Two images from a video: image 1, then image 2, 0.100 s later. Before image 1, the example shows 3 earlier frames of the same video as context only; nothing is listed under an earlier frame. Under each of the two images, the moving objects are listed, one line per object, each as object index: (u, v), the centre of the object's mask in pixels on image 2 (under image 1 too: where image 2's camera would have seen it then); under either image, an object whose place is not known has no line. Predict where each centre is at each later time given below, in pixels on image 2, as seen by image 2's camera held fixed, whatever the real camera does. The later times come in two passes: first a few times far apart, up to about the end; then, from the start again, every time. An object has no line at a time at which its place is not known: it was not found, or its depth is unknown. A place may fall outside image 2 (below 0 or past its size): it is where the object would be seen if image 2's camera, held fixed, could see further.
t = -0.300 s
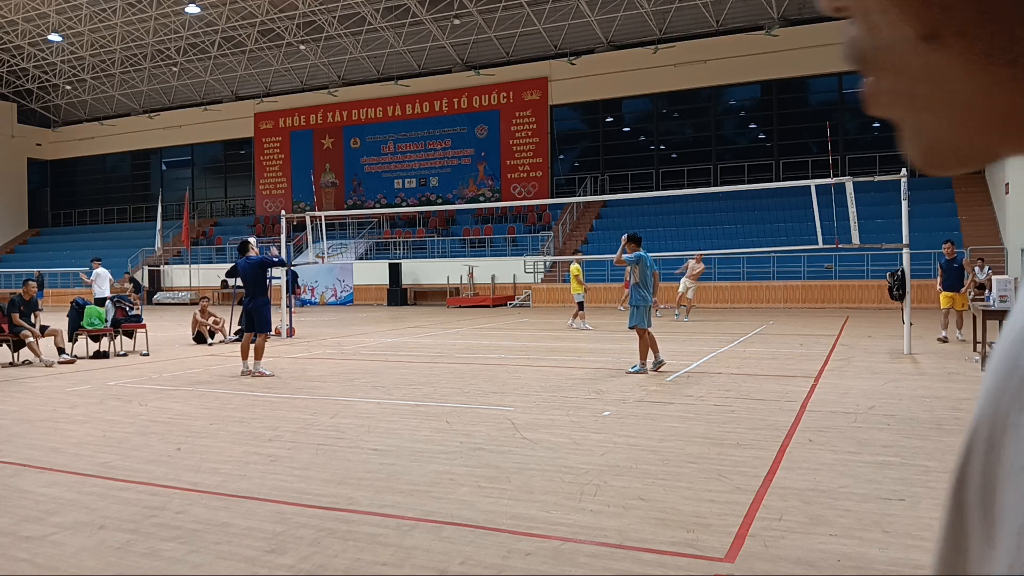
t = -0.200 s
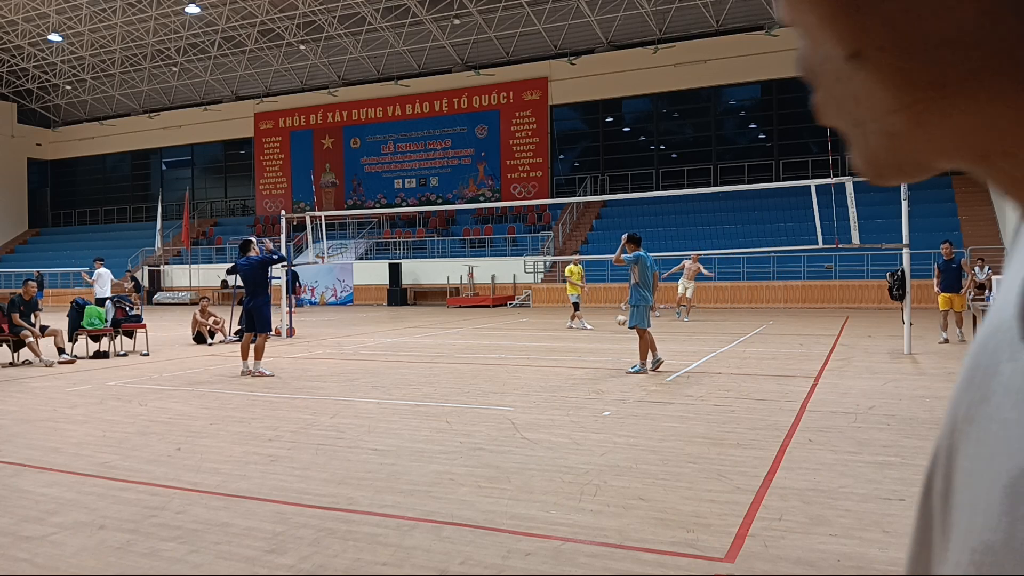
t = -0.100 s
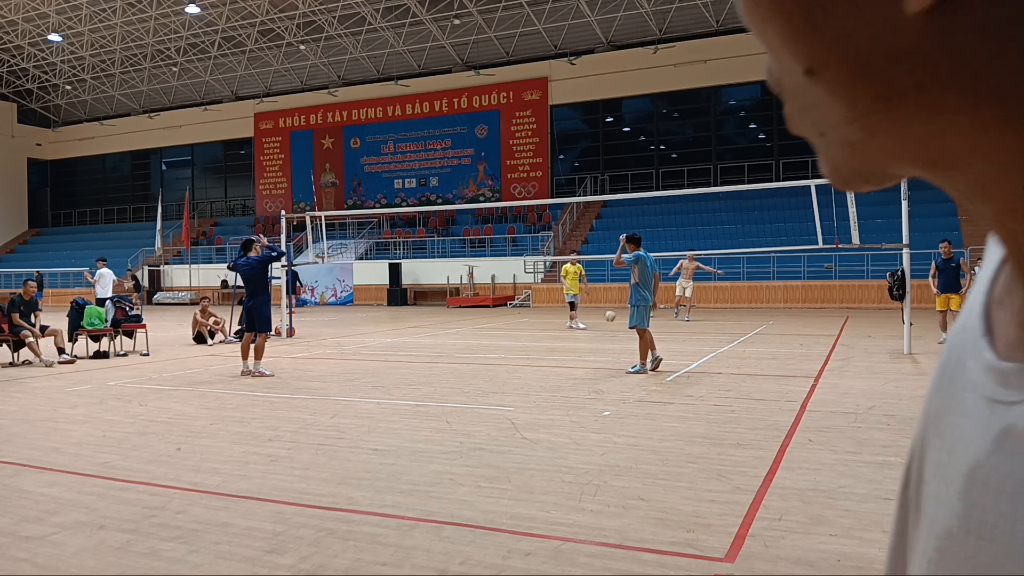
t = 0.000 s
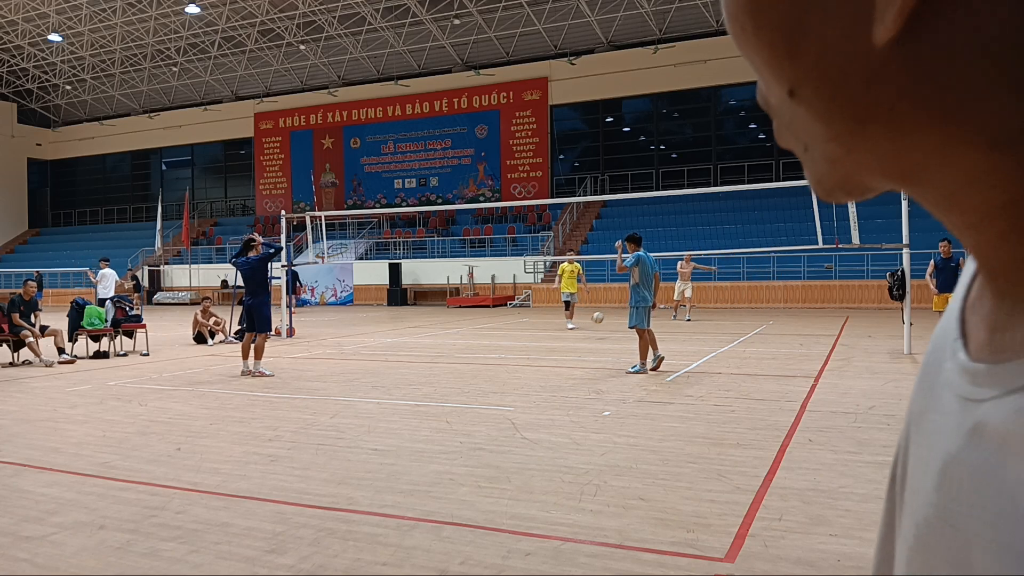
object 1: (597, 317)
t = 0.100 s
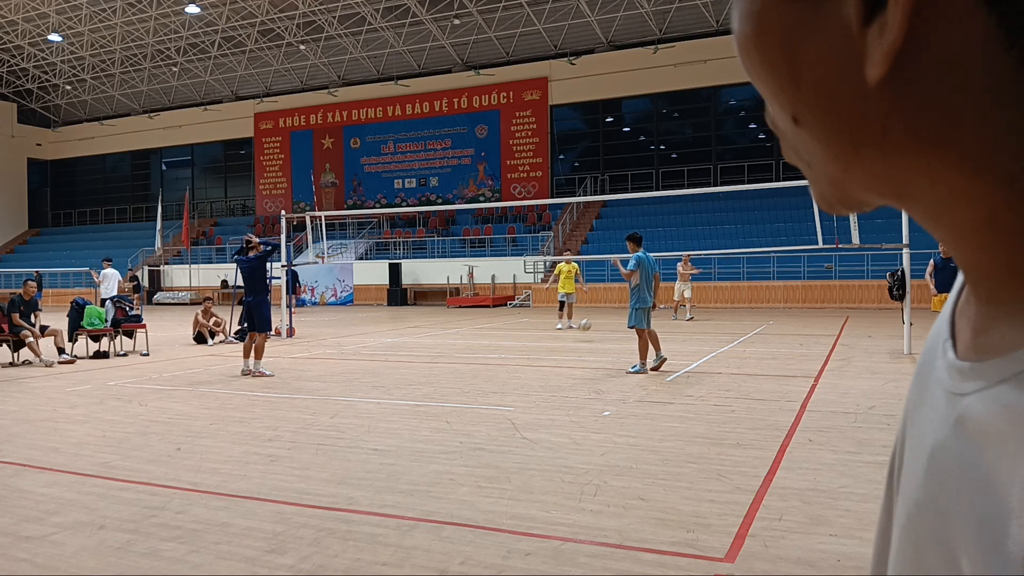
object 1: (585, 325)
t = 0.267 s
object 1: (561, 332)
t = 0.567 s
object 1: (512, 346)
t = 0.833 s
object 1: (459, 351)
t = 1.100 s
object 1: (393, 367)
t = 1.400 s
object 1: (298, 389)
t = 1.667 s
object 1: (179, 413)
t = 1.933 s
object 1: (24, 440)
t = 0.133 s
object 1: (581, 329)
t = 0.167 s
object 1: (576, 334)
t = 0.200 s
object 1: (571, 337)
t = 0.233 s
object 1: (566, 335)
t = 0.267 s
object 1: (561, 332)
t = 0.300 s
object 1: (557, 331)
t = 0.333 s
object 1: (551, 329)
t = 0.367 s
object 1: (545, 329)
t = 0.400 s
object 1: (541, 330)
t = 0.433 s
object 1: (535, 331)
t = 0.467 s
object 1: (529, 334)
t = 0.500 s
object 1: (524, 336)
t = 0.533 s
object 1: (518, 340)
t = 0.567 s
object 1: (512, 346)
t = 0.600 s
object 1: (507, 350)
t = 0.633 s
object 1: (500, 349)
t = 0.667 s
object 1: (494, 348)
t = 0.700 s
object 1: (487, 346)
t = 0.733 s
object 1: (481, 346)
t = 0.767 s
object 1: (475, 347)
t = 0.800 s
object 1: (467, 348)
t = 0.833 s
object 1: (459, 351)
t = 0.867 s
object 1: (452, 355)
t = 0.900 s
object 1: (445, 360)
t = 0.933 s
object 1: (436, 365)
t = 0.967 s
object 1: (428, 364)
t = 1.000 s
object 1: (420, 364)
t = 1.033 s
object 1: (411, 364)
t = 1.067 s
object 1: (403, 364)
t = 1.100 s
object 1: (393, 367)
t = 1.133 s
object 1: (384, 371)
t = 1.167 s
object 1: (375, 376)
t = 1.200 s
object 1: (363, 379)
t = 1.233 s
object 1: (353, 379)
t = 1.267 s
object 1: (342, 379)
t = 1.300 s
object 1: (332, 379)
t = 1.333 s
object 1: (320, 381)
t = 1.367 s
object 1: (308, 385)
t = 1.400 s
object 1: (298, 389)
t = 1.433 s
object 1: (283, 396)
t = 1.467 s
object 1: (269, 396)
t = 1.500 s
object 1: (256, 397)
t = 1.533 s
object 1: (242, 398)
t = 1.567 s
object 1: (226, 401)
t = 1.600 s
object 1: (213, 405)
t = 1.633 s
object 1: (195, 414)
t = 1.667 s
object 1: (179, 413)
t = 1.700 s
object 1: (161, 415)
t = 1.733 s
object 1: (145, 417)
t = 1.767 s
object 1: (124, 423)
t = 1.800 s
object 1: (107, 428)
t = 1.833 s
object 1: (85, 435)
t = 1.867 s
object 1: (66, 436)
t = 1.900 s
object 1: (43, 439)
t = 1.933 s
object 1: (24, 440)
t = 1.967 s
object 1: (9, 444)
